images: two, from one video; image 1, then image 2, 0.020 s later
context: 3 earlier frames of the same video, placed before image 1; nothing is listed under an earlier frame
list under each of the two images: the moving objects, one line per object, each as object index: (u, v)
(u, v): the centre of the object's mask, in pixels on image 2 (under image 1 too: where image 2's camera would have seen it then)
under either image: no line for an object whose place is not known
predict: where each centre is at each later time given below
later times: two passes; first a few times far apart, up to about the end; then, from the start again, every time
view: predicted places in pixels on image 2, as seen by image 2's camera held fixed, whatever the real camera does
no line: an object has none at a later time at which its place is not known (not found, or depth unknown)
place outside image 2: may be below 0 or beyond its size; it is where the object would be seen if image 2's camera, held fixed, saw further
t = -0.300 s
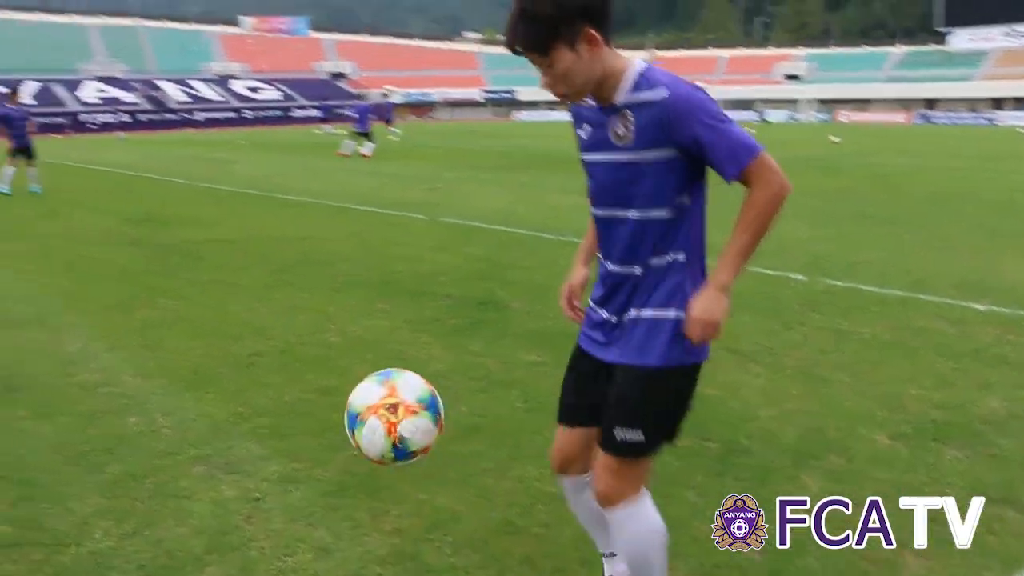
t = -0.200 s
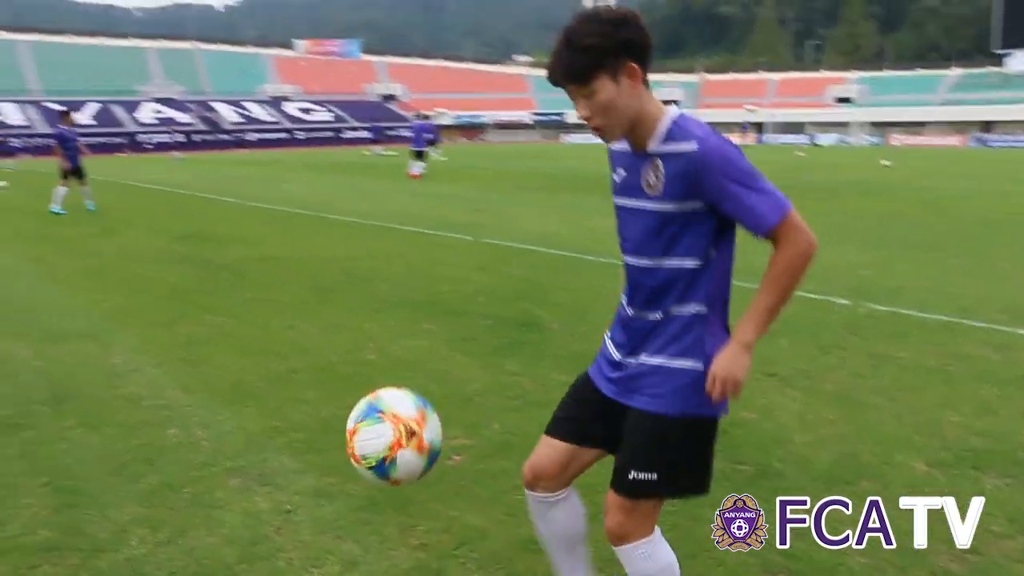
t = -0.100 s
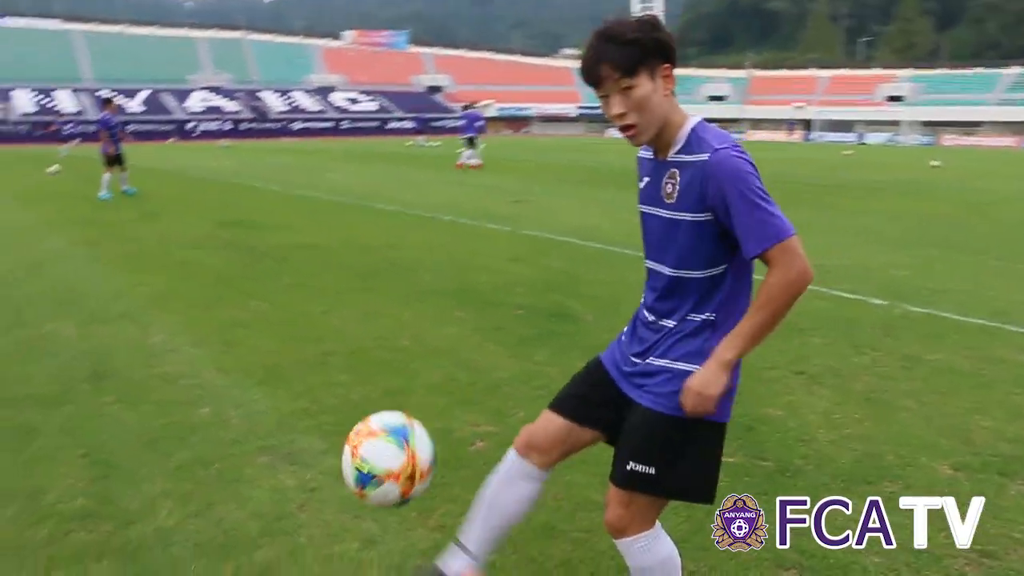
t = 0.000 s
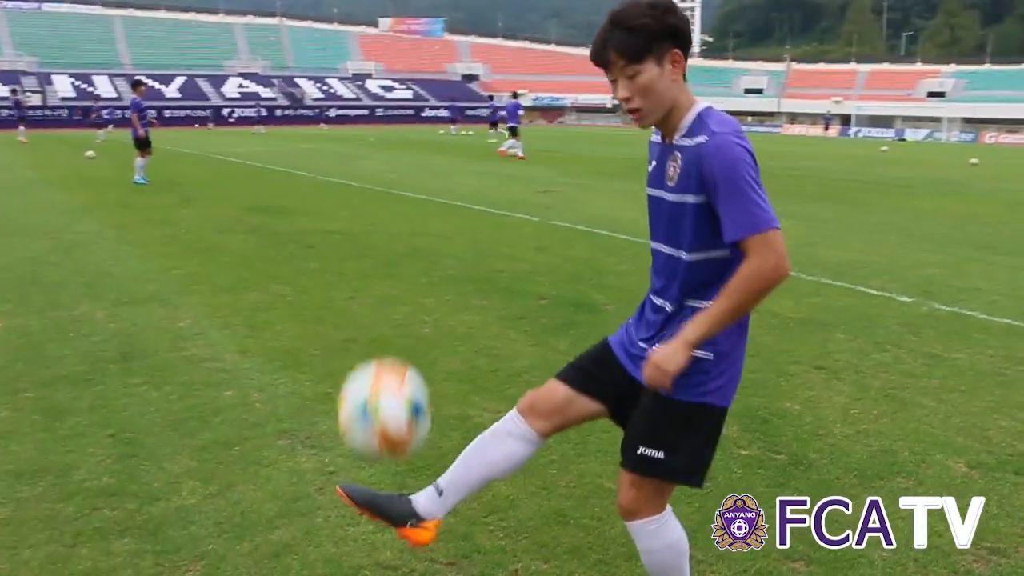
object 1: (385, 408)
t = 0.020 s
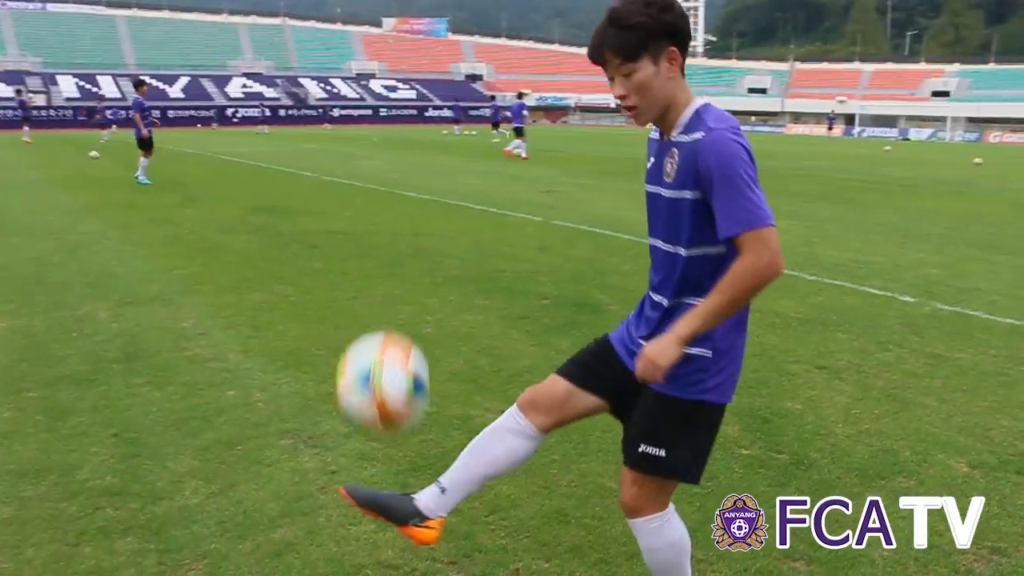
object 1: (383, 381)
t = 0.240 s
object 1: (358, 165)
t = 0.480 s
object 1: (346, 146)
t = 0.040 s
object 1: (381, 356)
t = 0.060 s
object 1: (378, 329)
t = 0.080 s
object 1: (375, 307)
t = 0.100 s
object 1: (372, 283)
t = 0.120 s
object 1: (370, 263)
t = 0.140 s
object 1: (367, 243)
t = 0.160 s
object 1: (365, 224)
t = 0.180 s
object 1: (364, 207)
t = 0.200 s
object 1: (361, 191)
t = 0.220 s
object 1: (360, 177)
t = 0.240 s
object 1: (358, 165)
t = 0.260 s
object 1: (356, 155)
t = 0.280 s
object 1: (355, 146)
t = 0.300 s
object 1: (354, 139)
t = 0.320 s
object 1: (353, 133)
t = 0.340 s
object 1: (352, 129)
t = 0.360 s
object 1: (351, 126)
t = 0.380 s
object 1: (349, 125)
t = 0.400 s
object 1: (349, 126)
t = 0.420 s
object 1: (348, 128)
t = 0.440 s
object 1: (347, 132)
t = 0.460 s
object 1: (346, 138)
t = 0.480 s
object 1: (346, 146)
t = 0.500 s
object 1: (345, 156)
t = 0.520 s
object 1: (344, 167)
